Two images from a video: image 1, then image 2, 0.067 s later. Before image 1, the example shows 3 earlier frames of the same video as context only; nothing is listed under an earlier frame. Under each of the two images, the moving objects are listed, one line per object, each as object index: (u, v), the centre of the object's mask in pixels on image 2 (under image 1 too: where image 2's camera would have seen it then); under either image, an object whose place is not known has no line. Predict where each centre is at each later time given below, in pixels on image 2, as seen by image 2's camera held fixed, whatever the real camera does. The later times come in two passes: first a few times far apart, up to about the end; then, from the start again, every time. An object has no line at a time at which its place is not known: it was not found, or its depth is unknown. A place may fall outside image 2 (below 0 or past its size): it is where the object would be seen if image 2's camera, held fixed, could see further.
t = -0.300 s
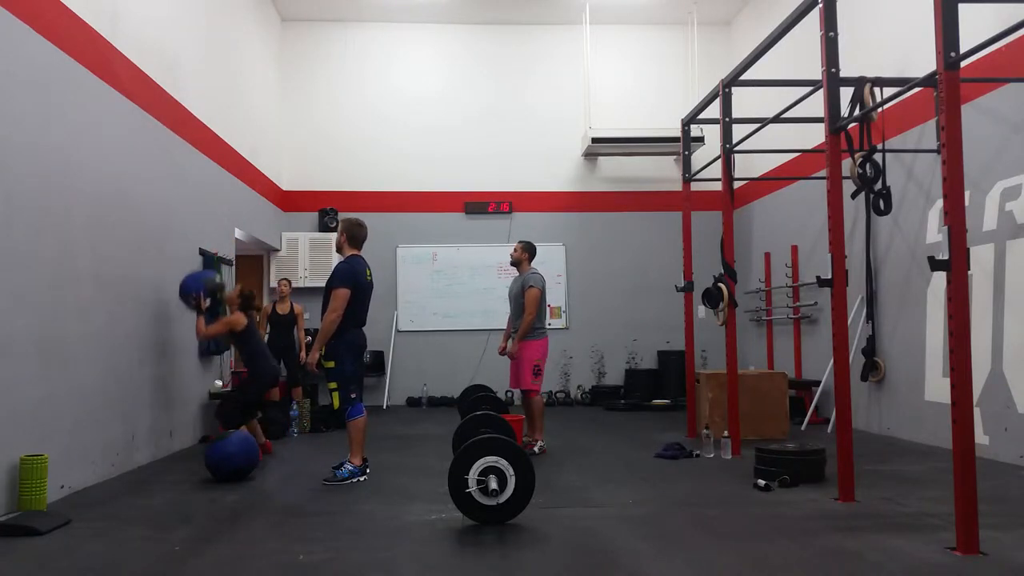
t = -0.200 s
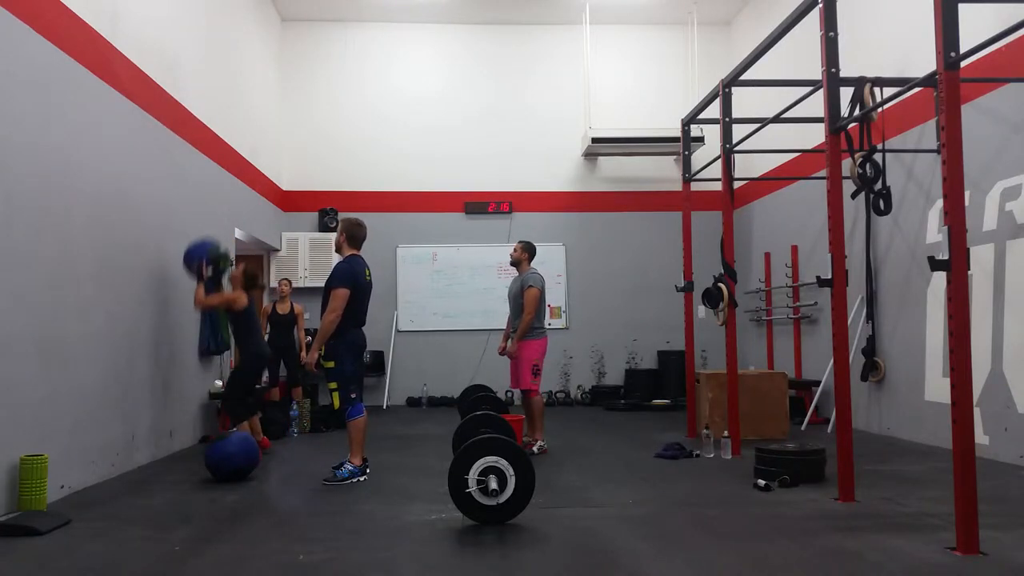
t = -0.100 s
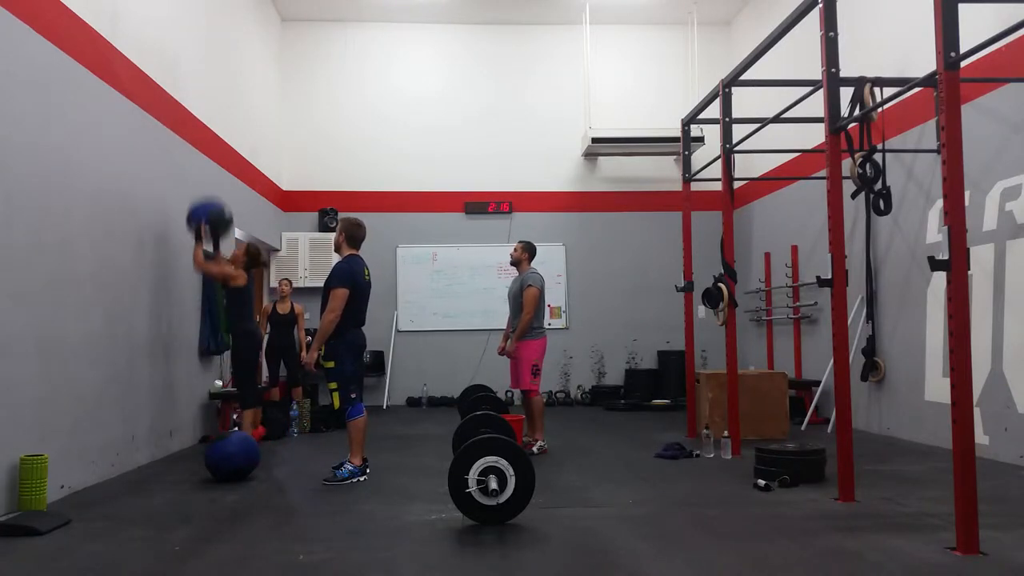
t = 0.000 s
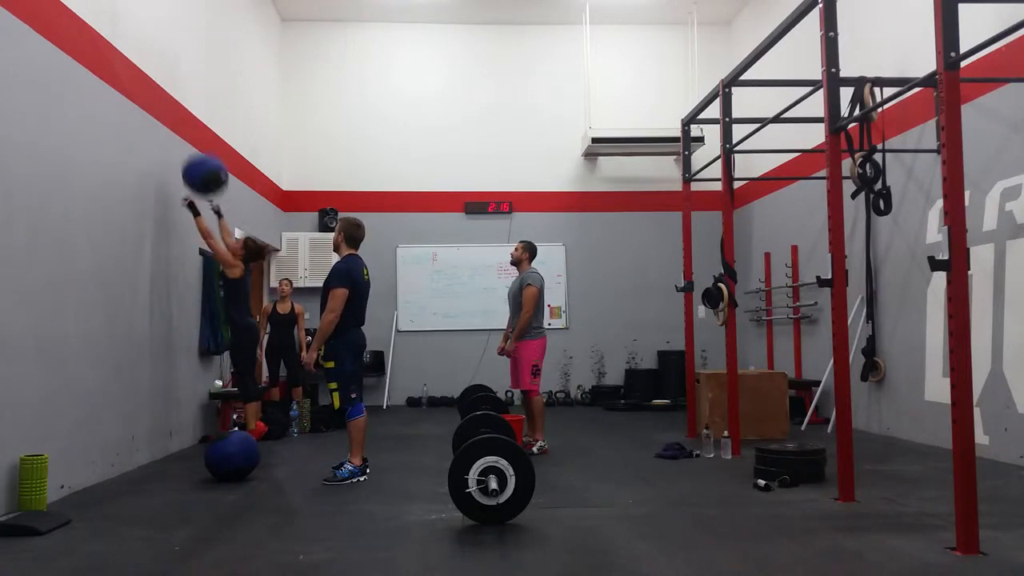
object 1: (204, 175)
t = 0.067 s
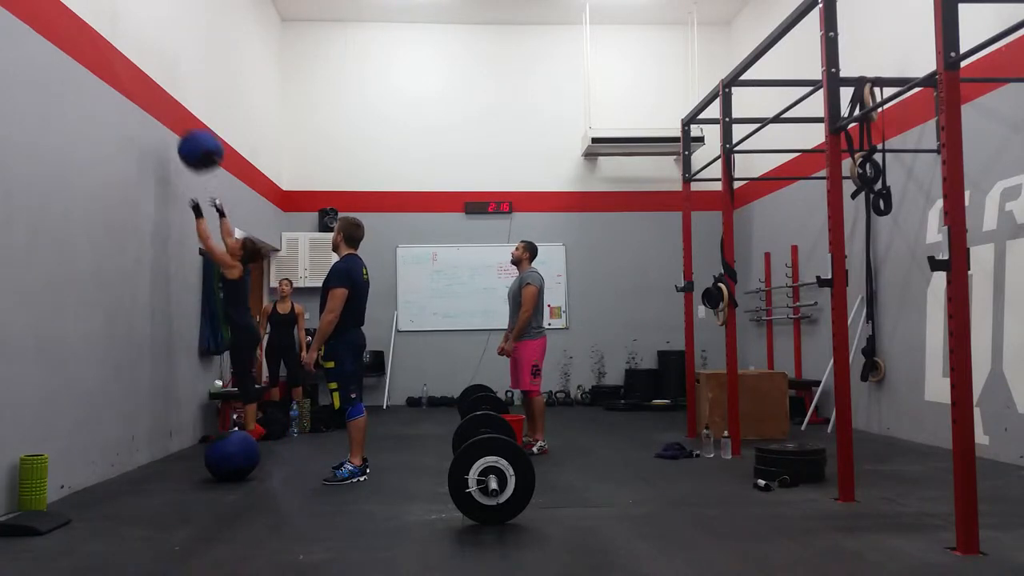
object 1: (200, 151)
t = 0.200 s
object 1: (192, 116)
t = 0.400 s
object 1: (180, 105)
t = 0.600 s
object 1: (188, 143)
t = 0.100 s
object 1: (198, 139)
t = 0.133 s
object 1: (196, 130)
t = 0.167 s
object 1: (194, 122)
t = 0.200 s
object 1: (192, 116)
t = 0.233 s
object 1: (190, 111)
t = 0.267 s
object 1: (187, 106)
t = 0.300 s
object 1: (185, 104)
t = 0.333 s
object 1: (183, 103)
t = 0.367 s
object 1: (181, 103)
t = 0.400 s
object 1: (180, 105)
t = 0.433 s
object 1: (182, 108)
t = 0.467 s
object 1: (182, 112)
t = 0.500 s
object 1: (184, 118)
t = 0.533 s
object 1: (185, 124)
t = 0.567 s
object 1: (187, 133)
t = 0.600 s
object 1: (188, 143)
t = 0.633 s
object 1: (189, 154)
